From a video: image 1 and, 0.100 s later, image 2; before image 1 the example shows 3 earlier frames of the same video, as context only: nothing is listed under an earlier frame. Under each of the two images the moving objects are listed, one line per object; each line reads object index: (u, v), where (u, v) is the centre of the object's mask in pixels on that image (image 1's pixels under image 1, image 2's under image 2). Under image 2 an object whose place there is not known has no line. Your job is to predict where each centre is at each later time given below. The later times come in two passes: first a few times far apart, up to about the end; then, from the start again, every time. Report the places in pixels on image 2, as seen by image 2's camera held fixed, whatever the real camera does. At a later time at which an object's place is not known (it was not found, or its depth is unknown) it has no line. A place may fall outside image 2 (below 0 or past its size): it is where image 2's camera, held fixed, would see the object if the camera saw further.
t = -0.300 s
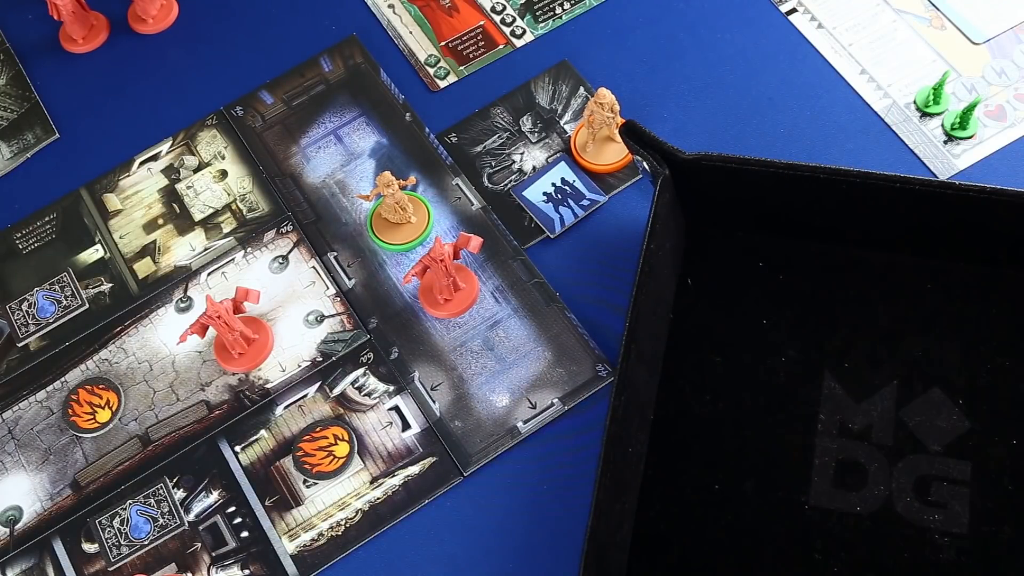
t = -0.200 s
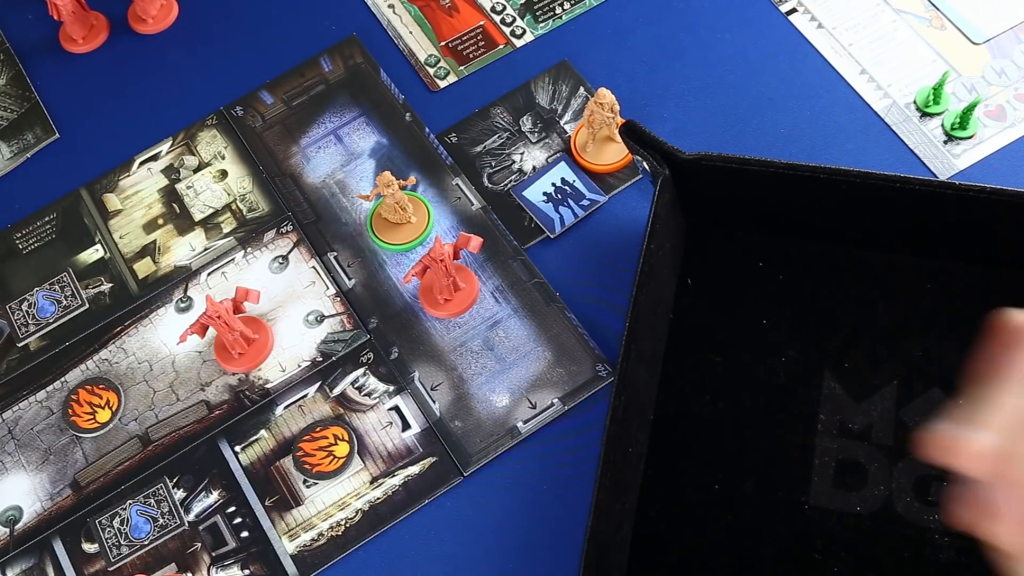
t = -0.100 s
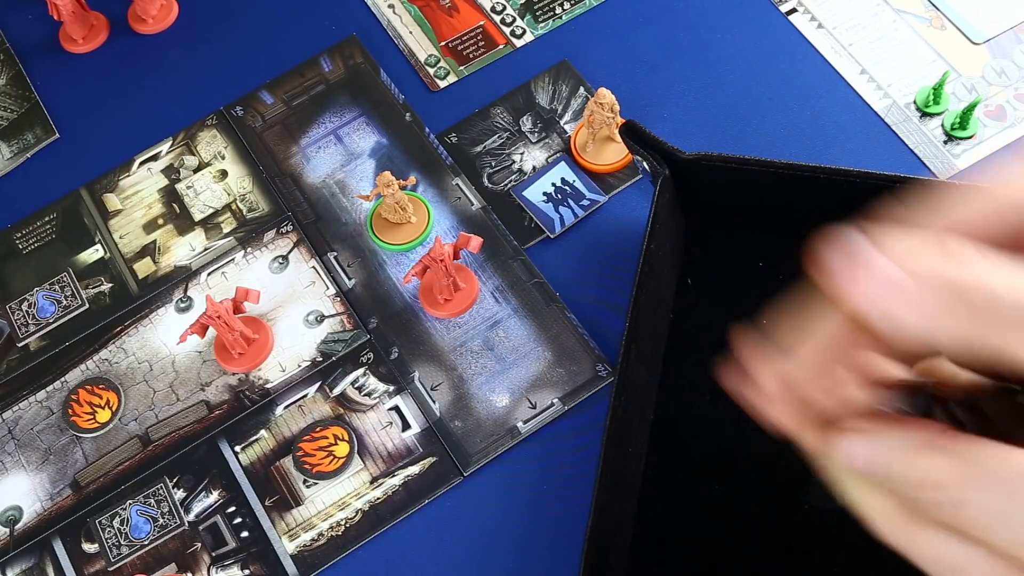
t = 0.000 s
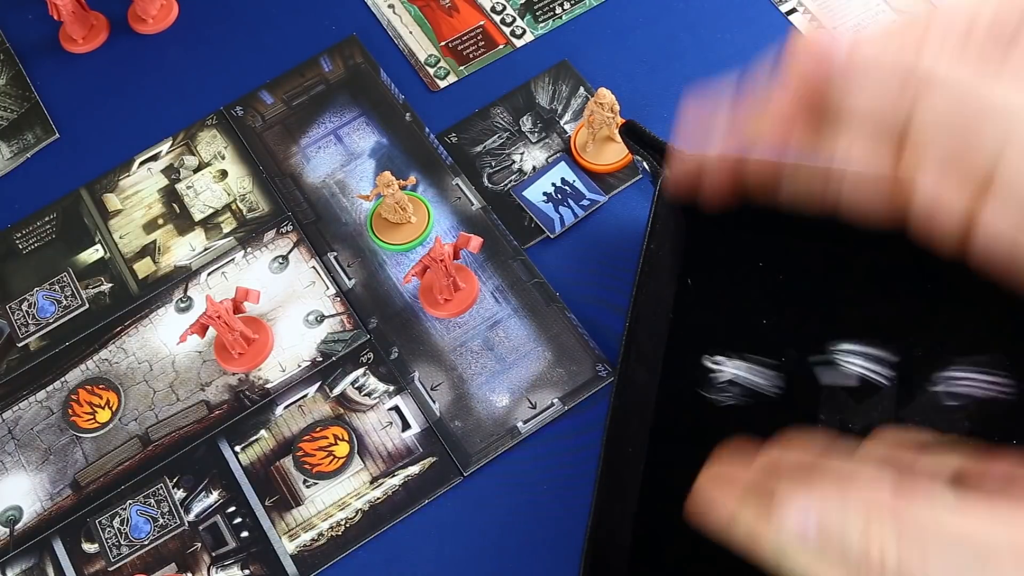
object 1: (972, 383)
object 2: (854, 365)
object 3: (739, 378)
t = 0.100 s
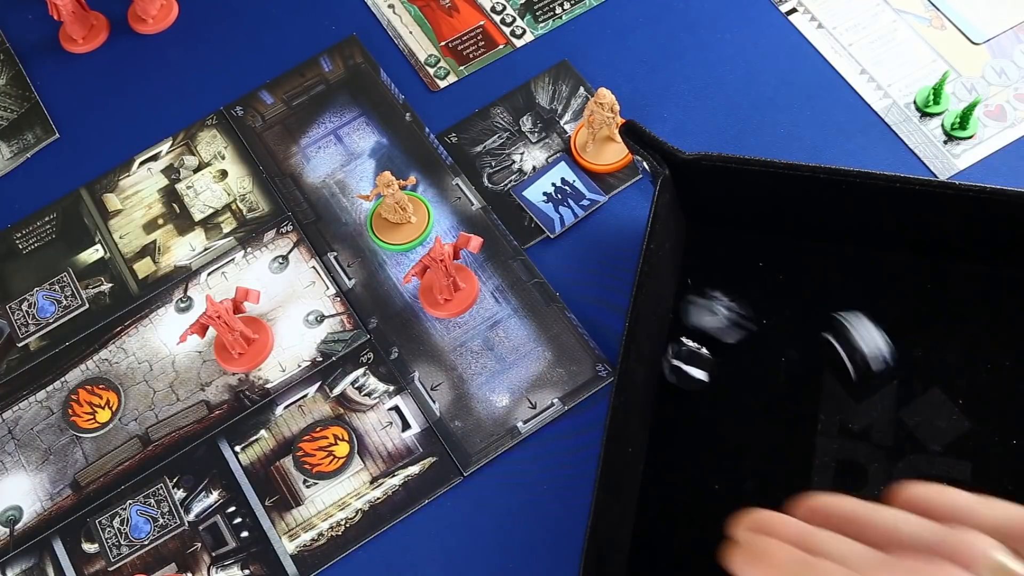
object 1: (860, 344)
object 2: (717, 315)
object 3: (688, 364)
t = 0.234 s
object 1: (809, 245)
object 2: (724, 278)
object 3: (703, 365)
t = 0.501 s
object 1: (813, 245)
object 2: (732, 279)
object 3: (725, 349)
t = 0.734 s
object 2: (732, 280)
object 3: (726, 349)
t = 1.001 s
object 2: (732, 279)
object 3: (726, 349)
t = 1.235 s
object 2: (732, 279)
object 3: (725, 349)
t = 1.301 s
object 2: (732, 280)
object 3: (725, 349)
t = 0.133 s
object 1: (836, 313)
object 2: (698, 299)
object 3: (694, 369)
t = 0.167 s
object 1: (824, 285)
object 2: (708, 294)
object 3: (698, 370)
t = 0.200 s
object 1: (814, 261)
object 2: (717, 280)
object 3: (701, 368)
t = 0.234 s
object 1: (809, 245)
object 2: (724, 278)
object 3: (703, 365)
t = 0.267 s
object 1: (808, 245)
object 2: (731, 279)
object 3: (705, 362)
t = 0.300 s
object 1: (813, 245)
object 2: (732, 280)
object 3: (711, 358)
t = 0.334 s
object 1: (817, 245)
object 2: (732, 279)
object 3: (721, 353)
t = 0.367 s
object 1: (817, 245)
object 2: (732, 279)
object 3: (725, 349)
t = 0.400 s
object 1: (814, 245)
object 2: (732, 279)
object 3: (725, 349)
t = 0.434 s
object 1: (813, 245)
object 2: (732, 279)
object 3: (725, 349)
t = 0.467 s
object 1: (813, 245)
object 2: (732, 279)
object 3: (725, 349)
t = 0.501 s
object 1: (813, 245)
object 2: (732, 279)
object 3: (725, 349)
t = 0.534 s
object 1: (814, 245)
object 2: (732, 280)
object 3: (725, 349)
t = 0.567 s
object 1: (814, 245)
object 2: (732, 280)
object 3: (725, 349)
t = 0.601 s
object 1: (814, 245)
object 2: (732, 279)
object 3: (725, 349)
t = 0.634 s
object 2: (732, 280)
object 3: (726, 349)
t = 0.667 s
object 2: (732, 279)
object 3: (726, 349)
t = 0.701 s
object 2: (732, 280)
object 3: (726, 349)
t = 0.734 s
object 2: (732, 280)
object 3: (726, 349)
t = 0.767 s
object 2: (732, 280)
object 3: (726, 349)
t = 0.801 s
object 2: (732, 280)
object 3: (726, 349)
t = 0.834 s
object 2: (732, 279)
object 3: (726, 349)
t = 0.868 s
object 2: (732, 279)
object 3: (726, 349)
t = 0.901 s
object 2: (732, 279)
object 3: (726, 349)
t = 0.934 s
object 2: (732, 279)
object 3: (726, 349)
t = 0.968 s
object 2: (732, 279)
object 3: (726, 349)
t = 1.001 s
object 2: (732, 279)
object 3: (726, 349)
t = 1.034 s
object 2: (732, 279)
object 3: (726, 349)
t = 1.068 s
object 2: (732, 280)
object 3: (726, 349)
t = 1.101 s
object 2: (732, 279)
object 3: (726, 349)
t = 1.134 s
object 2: (732, 280)
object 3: (725, 349)
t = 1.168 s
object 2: (732, 279)
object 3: (726, 349)
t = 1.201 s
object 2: (732, 280)
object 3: (726, 349)
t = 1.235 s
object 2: (732, 279)
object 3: (725, 349)
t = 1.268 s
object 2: (732, 279)
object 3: (725, 349)
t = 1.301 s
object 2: (732, 280)
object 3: (725, 349)
